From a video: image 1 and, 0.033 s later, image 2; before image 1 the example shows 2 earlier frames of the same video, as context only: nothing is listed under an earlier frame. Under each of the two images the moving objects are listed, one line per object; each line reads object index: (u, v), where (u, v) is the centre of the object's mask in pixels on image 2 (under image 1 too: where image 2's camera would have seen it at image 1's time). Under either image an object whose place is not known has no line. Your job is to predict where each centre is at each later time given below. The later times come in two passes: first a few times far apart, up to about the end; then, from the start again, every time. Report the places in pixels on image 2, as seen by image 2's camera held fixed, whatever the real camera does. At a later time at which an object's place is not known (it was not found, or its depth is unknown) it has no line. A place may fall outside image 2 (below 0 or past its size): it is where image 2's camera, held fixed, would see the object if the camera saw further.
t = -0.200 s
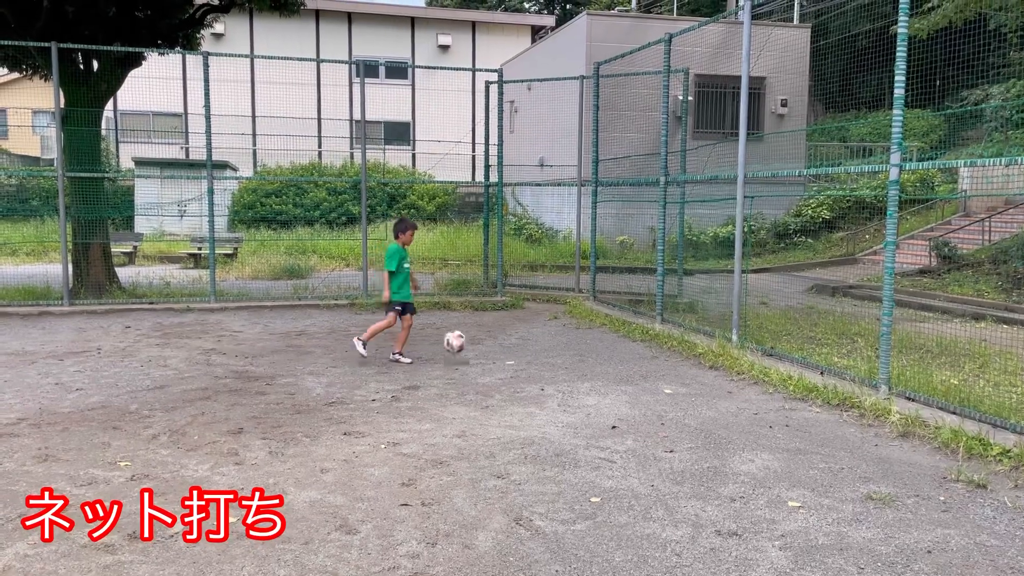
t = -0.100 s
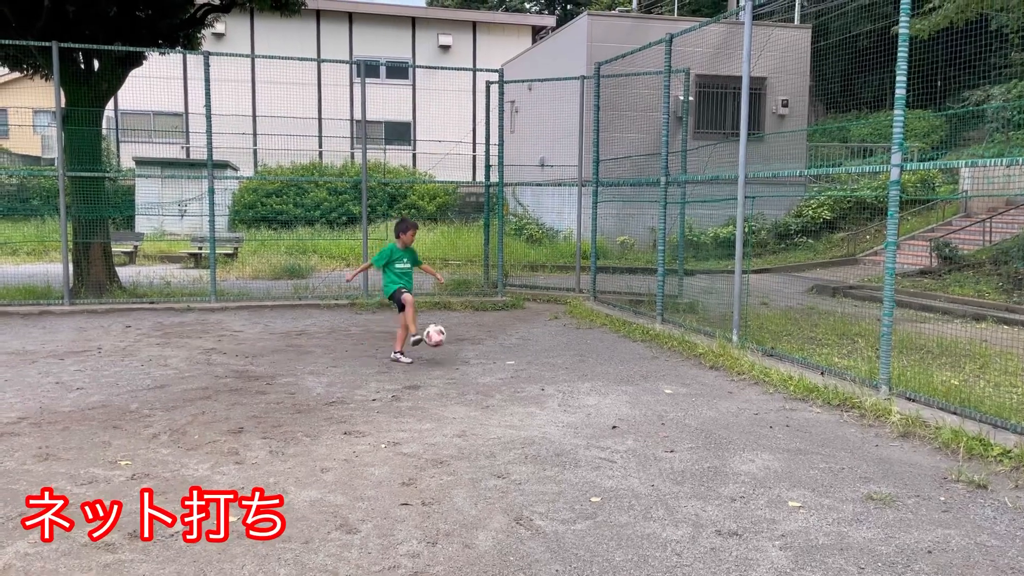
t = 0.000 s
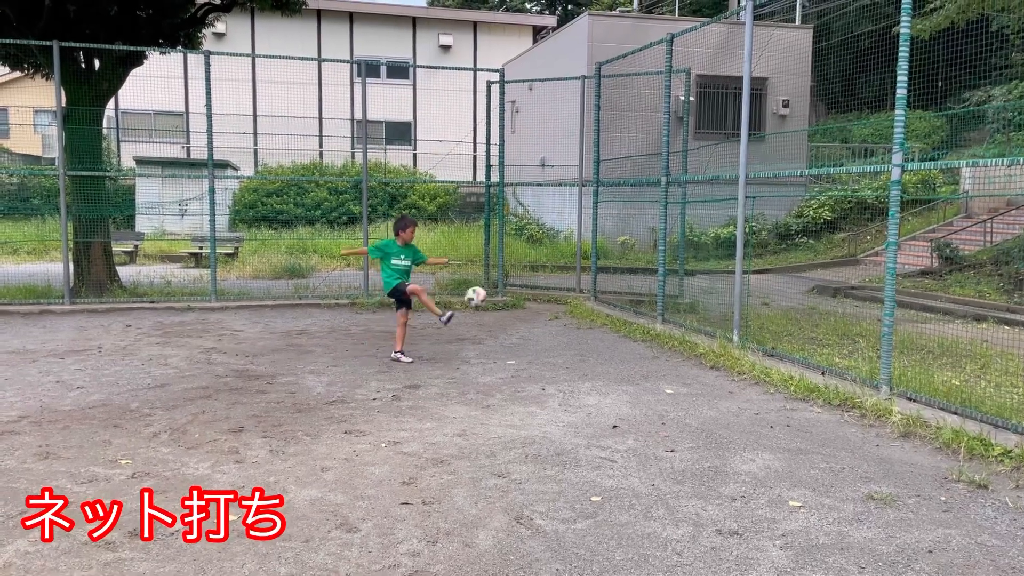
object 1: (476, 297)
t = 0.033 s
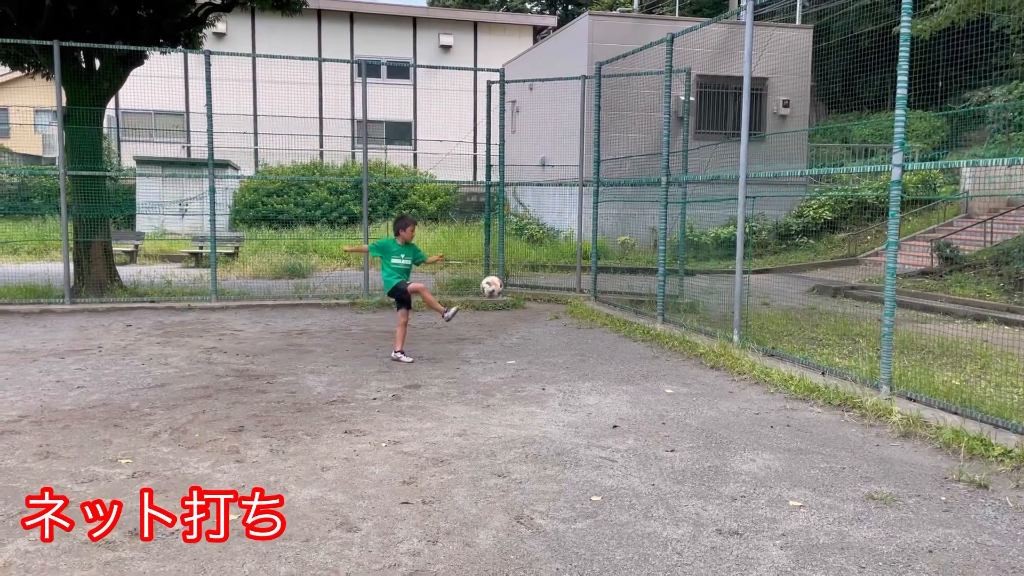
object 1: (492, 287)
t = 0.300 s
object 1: (602, 251)
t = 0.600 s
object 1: (657, 292)
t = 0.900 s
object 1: (604, 296)
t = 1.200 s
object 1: (552, 306)
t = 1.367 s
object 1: (522, 337)
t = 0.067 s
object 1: (506, 278)
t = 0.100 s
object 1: (521, 270)
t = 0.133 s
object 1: (535, 264)
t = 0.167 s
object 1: (550, 259)
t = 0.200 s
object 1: (563, 255)
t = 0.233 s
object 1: (577, 253)
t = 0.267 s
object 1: (590, 252)
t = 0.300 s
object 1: (602, 251)
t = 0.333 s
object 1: (615, 251)
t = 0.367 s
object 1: (627, 254)
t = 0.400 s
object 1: (639, 256)
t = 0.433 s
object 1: (650, 261)
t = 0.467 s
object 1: (662, 265)
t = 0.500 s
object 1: (672, 272)
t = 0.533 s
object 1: (671, 278)
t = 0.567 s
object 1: (664, 285)
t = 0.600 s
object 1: (657, 292)
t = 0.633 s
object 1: (651, 301)
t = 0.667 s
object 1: (645, 312)
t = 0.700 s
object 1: (638, 322)
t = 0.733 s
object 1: (632, 327)
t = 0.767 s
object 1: (627, 319)
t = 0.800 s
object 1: (621, 311)
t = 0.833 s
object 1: (616, 305)
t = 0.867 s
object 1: (610, 300)
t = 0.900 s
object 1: (604, 296)
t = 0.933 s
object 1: (600, 293)
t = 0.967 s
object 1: (594, 290)
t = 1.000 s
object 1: (588, 289)
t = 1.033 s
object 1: (582, 288)
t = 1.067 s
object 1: (576, 290)
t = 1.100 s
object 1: (570, 292)
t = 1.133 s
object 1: (565, 295)
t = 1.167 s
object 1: (558, 300)
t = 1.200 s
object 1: (552, 306)
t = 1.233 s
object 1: (547, 312)
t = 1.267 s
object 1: (541, 320)
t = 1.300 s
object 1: (534, 329)
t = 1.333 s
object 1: (528, 339)
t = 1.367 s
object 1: (522, 337)
